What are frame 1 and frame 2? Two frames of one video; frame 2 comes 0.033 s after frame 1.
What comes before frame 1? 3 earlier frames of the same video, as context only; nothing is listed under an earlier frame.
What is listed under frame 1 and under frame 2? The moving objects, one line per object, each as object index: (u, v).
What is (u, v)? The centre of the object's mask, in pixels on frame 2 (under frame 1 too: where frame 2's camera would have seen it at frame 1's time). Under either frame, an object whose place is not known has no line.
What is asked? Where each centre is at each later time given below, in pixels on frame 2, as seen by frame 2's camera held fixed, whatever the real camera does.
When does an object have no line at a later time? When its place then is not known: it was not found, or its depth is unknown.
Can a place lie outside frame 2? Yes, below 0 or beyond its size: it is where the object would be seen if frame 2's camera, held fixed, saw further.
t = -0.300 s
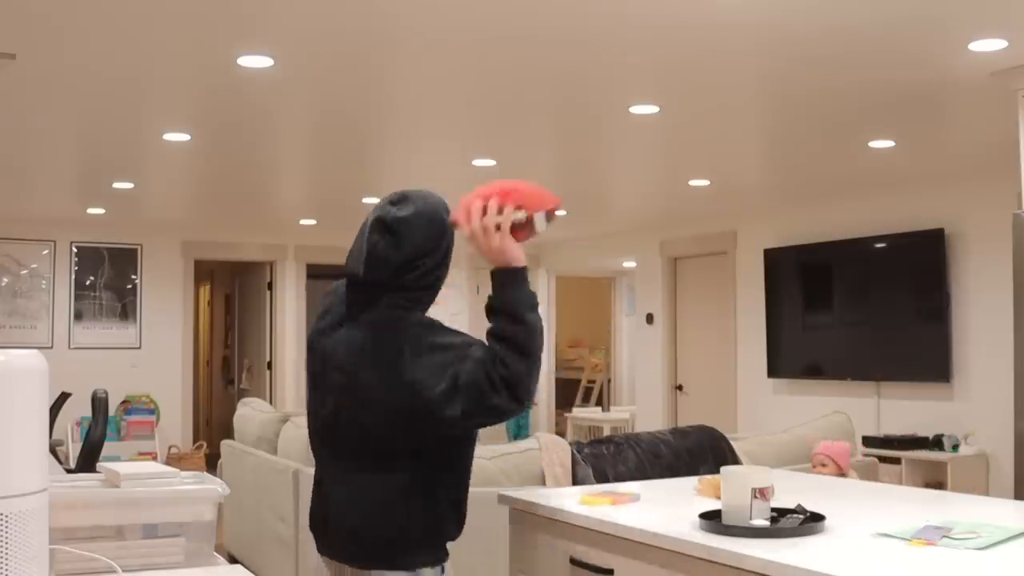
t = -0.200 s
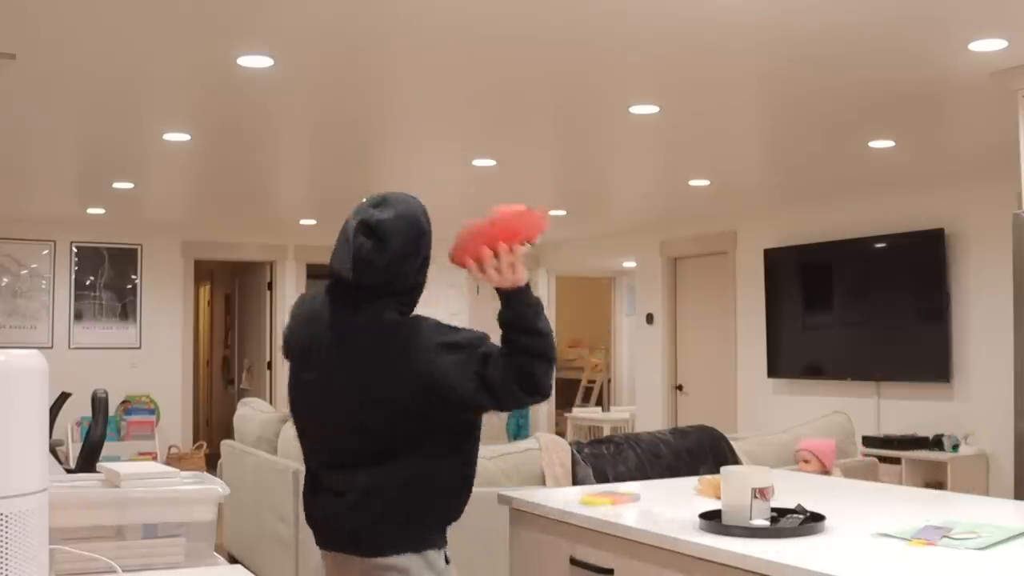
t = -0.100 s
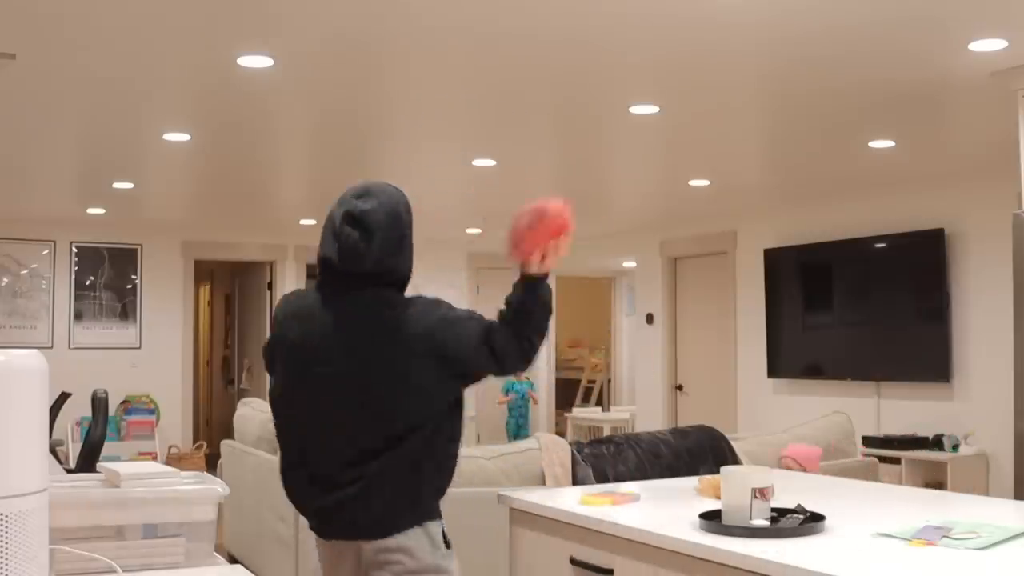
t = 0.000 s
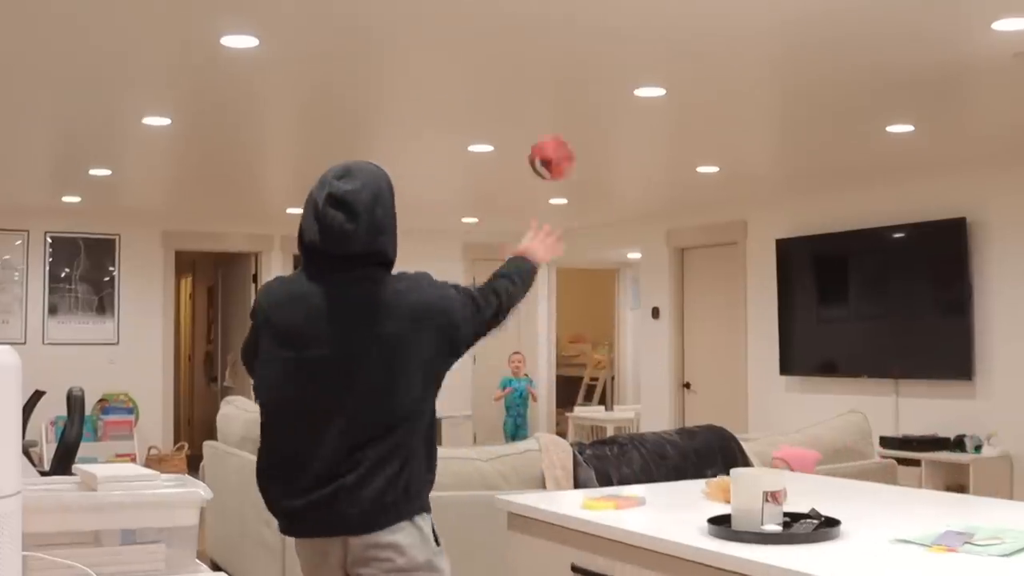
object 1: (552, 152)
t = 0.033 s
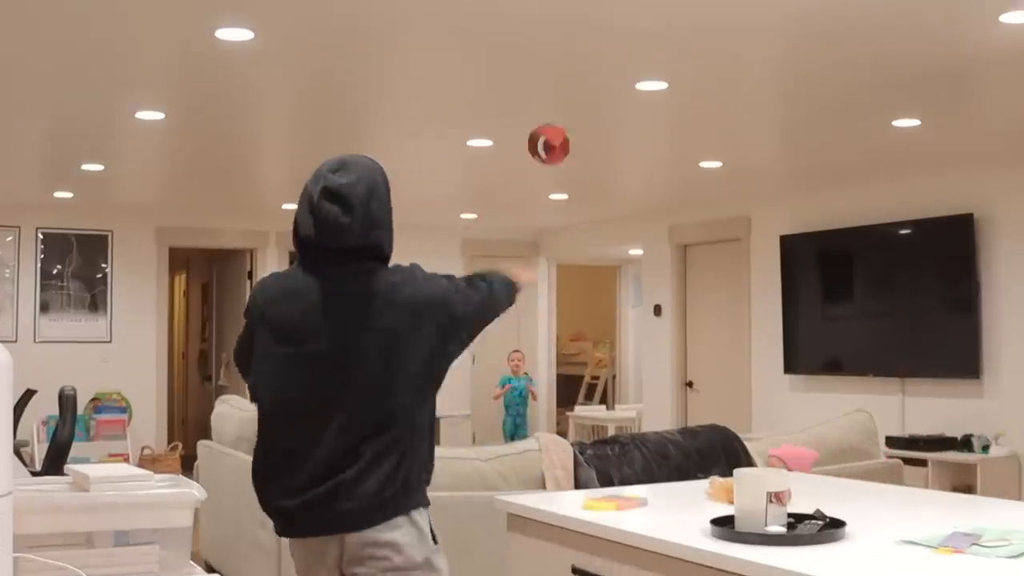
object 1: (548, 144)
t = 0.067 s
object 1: (546, 137)
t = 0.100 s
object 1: (543, 133)
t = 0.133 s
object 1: (541, 131)
